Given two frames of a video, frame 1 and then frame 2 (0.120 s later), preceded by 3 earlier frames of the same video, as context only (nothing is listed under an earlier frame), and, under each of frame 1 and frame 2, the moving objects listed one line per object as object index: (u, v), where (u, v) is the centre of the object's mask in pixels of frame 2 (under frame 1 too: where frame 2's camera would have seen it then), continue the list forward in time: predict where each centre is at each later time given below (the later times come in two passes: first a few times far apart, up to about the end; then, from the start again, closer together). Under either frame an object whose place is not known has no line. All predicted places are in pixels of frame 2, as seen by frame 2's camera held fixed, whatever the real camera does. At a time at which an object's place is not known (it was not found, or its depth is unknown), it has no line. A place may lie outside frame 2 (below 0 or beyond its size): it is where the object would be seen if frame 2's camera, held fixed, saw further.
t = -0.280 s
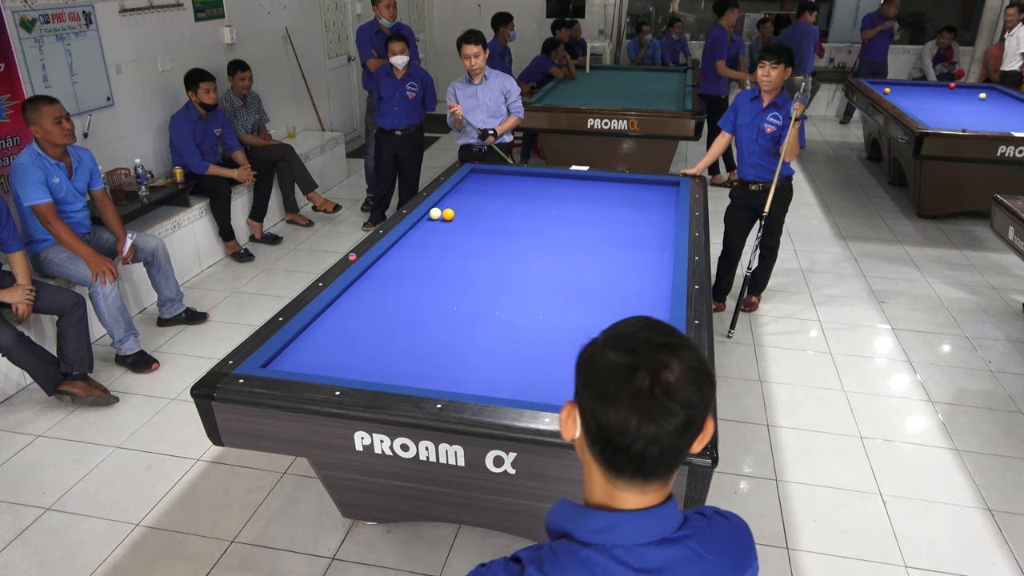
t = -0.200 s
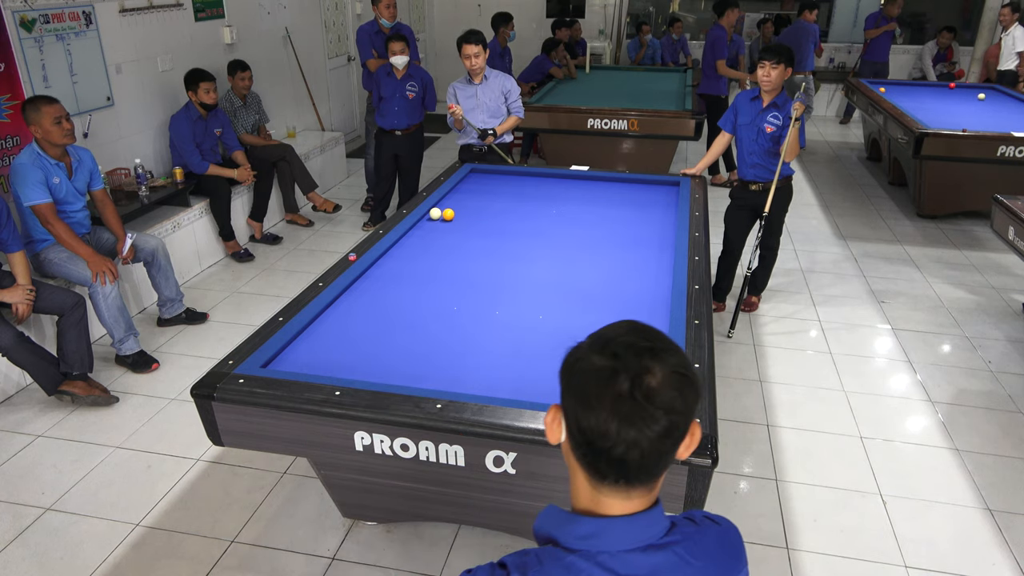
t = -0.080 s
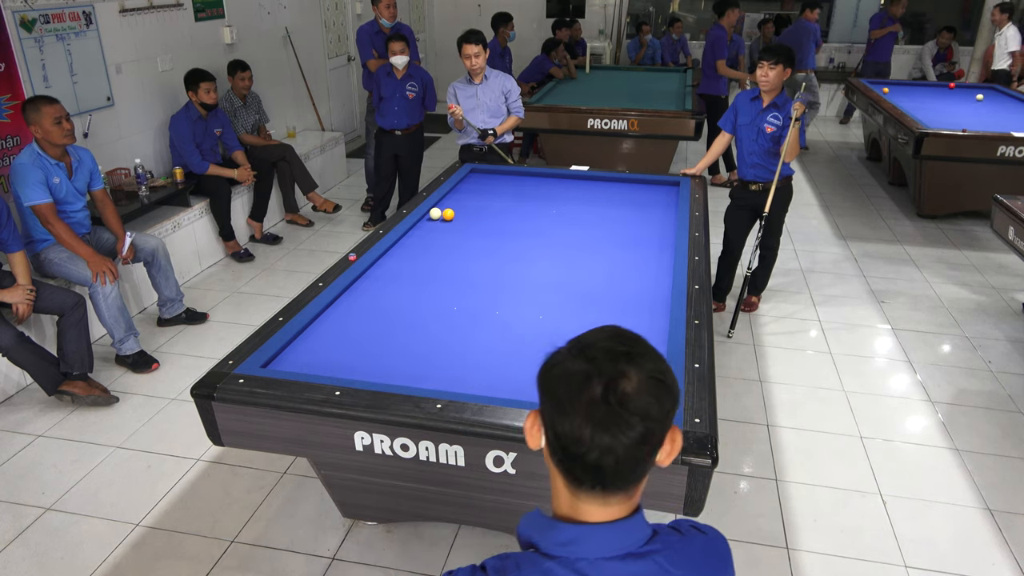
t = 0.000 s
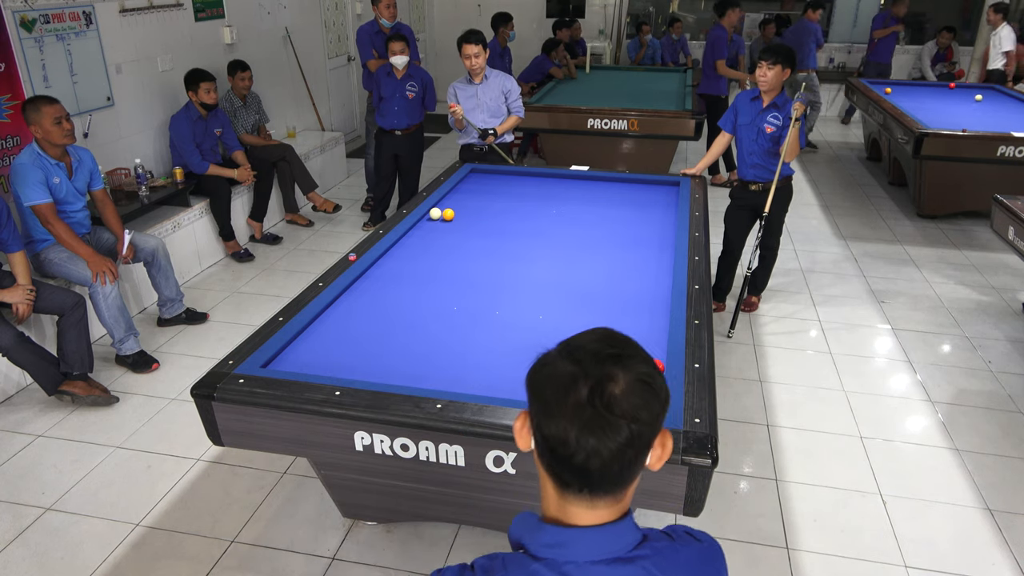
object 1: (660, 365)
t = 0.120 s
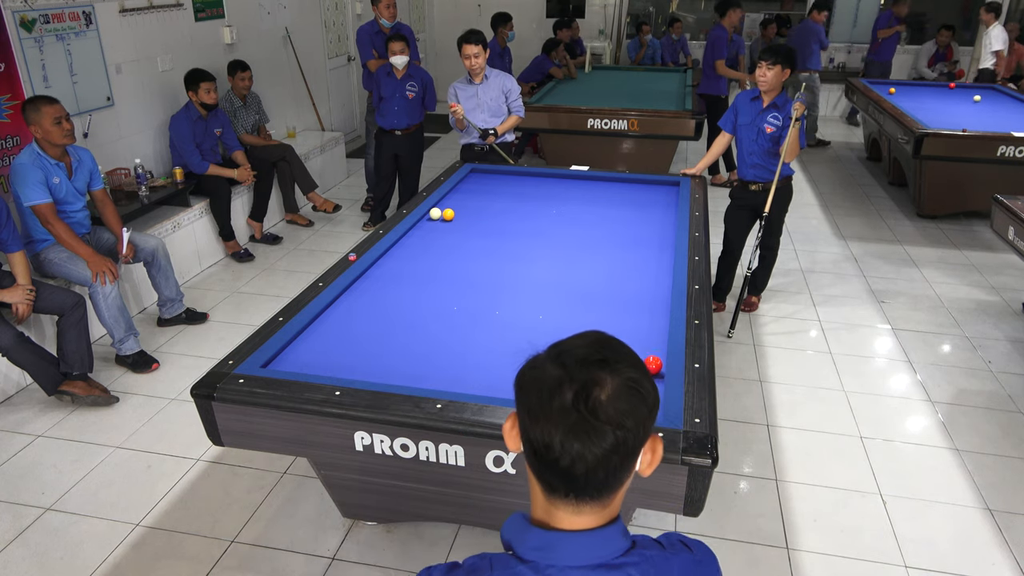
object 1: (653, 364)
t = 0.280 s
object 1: (650, 360)
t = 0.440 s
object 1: (652, 352)
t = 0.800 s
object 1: (641, 341)
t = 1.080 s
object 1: (639, 342)
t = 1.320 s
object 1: (637, 338)
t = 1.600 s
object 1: (634, 334)
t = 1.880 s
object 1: (632, 331)
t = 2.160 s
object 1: (630, 327)
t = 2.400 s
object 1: (629, 326)
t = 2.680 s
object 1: (627, 324)
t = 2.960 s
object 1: (626, 323)
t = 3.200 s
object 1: (625, 322)
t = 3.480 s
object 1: (625, 322)
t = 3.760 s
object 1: (625, 323)
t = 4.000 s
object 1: (625, 323)
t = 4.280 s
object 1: (625, 323)
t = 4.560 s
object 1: (625, 323)
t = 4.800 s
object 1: (625, 323)
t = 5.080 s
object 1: (625, 323)
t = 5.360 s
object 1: (625, 323)
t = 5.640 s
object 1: (625, 323)
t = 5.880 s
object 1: (625, 323)
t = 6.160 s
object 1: (625, 323)
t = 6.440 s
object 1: (625, 323)
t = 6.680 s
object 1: (625, 323)
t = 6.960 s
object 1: (625, 323)
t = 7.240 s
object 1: (625, 322)
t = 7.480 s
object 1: (625, 323)
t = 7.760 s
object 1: (625, 322)
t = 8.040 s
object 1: (625, 322)
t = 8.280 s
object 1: (625, 322)
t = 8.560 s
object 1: (625, 323)
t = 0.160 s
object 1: (652, 364)
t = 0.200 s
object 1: (651, 362)
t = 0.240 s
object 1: (651, 361)
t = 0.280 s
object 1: (650, 360)
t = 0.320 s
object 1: (650, 358)
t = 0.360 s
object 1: (650, 357)
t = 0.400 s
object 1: (651, 355)
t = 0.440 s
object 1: (652, 352)
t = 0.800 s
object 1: (641, 341)
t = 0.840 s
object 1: (641, 344)
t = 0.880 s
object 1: (641, 346)
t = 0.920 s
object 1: (641, 345)
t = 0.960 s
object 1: (641, 344)
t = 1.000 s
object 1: (640, 344)
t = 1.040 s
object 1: (640, 343)
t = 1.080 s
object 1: (639, 342)
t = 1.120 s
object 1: (639, 341)
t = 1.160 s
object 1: (639, 341)
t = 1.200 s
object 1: (638, 340)
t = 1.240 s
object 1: (638, 339)
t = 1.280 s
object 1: (637, 339)
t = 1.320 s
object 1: (637, 338)
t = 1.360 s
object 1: (637, 337)
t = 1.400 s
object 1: (636, 337)
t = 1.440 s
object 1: (636, 336)
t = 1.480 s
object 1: (635, 335)
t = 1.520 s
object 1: (635, 335)
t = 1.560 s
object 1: (635, 334)
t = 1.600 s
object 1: (634, 334)
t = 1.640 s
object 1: (634, 333)
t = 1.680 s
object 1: (634, 333)
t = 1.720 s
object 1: (633, 332)
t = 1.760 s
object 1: (633, 332)
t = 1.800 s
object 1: (633, 331)
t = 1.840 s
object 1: (633, 331)
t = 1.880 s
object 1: (632, 331)
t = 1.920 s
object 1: (632, 330)
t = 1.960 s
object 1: (632, 330)
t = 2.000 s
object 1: (631, 329)
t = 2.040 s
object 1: (631, 329)
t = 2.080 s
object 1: (631, 328)
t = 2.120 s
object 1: (630, 328)
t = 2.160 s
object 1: (630, 327)
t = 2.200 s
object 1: (630, 327)
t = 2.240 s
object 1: (630, 327)
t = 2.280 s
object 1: (629, 327)
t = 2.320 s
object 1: (629, 326)
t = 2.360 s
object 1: (629, 326)
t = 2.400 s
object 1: (629, 326)
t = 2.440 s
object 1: (628, 325)
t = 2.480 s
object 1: (628, 325)
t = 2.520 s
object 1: (628, 325)
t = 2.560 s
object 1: (628, 324)
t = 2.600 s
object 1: (628, 324)
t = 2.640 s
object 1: (627, 324)
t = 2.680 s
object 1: (627, 324)
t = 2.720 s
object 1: (627, 324)
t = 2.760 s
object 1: (627, 324)
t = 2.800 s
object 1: (627, 323)
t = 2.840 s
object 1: (627, 323)
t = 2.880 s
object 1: (626, 323)
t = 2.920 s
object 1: (626, 323)
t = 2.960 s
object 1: (626, 323)
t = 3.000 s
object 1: (626, 323)
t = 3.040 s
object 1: (626, 323)
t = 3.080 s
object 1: (626, 323)
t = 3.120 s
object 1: (626, 323)
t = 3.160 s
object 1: (626, 323)
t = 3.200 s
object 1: (625, 322)
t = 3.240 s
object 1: (625, 322)
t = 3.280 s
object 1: (625, 322)
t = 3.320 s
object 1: (625, 322)
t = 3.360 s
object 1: (625, 322)
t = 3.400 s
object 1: (625, 322)
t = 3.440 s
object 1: (625, 322)
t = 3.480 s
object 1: (625, 322)
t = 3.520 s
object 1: (625, 322)
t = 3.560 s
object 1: (625, 322)
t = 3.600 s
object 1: (625, 323)
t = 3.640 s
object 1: (625, 323)
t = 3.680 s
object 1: (625, 323)
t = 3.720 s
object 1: (625, 323)
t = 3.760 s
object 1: (625, 323)
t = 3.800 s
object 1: (625, 323)
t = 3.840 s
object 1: (625, 323)
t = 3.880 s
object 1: (625, 323)
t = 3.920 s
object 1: (625, 323)
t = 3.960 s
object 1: (625, 323)
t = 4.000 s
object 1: (625, 323)
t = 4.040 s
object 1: (625, 323)
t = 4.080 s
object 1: (625, 323)
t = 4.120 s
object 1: (625, 323)
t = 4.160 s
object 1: (625, 323)
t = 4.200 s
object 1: (625, 323)
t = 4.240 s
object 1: (625, 323)
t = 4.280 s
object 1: (625, 323)
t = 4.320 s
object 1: (625, 323)
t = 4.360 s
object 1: (625, 323)
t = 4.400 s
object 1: (625, 323)
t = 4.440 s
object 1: (625, 323)
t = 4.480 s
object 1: (625, 323)
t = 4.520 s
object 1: (625, 323)
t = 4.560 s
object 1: (625, 323)
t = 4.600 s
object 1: (625, 323)
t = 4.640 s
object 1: (625, 323)
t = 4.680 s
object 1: (625, 323)
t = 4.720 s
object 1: (625, 323)
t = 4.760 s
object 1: (625, 323)
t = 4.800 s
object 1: (625, 323)
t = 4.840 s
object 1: (625, 323)
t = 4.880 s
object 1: (625, 323)
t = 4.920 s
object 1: (625, 323)
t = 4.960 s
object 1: (625, 323)
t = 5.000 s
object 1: (625, 323)
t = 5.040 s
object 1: (625, 323)
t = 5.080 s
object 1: (625, 323)
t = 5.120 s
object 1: (625, 323)
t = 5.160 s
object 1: (625, 323)
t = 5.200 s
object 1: (626, 323)
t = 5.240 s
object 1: (625, 323)
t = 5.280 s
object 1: (625, 323)
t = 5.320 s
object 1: (625, 323)
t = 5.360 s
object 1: (625, 323)
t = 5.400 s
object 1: (625, 323)
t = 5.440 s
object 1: (625, 323)
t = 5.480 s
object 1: (625, 323)
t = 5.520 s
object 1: (625, 323)
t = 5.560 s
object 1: (625, 323)
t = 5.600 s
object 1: (625, 323)
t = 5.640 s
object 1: (625, 323)
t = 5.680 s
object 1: (625, 323)
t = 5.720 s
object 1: (625, 323)
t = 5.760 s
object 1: (625, 323)
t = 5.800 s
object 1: (625, 323)
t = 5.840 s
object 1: (625, 323)
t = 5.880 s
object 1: (625, 323)
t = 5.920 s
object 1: (625, 323)
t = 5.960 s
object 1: (625, 323)
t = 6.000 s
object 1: (625, 322)
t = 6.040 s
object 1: (625, 323)
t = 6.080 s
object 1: (625, 323)
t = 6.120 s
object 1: (625, 323)
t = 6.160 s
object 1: (625, 323)
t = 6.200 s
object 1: (625, 323)
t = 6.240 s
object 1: (625, 323)
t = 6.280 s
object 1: (625, 323)
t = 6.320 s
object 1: (625, 323)
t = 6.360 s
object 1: (625, 323)
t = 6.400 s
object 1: (625, 323)
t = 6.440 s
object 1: (625, 323)
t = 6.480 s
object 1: (625, 323)
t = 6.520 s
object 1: (625, 323)
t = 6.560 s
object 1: (625, 323)
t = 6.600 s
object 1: (625, 323)
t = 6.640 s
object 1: (625, 323)
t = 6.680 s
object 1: (625, 323)
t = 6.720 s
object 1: (625, 323)
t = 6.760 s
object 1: (625, 323)
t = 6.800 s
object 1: (625, 323)
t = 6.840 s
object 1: (625, 323)
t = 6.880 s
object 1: (625, 323)
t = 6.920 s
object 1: (625, 323)
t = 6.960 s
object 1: (625, 323)
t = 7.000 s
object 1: (625, 323)
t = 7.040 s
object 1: (625, 323)
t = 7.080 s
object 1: (625, 323)
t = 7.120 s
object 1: (625, 322)
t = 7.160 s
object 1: (625, 322)
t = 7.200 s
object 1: (625, 322)
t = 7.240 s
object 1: (625, 322)
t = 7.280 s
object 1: (625, 322)
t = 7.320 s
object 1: (625, 322)
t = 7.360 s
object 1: (625, 322)
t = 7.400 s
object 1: (625, 322)
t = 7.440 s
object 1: (625, 322)
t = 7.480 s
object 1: (625, 323)
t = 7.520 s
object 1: (625, 322)
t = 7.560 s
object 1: (625, 322)
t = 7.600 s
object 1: (625, 322)
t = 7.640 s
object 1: (625, 323)
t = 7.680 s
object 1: (625, 322)
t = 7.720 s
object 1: (625, 322)
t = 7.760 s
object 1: (625, 322)
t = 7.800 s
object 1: (625, 322)
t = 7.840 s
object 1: (625, 322)
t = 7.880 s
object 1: (625, 322)
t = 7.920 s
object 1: (625, 322)
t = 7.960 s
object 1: (625, 323)
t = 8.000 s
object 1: (625, 322)
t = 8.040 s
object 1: (625, 322)
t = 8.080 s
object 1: (625, 323)
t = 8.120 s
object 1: (625, 322)
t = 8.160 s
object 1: (625, 322)
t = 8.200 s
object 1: (625, 323)
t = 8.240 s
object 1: (625, 322)
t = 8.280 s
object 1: (625, 322)
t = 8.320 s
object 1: (625, 322)
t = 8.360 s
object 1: (625, 322)
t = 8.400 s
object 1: (625, 322)
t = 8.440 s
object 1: (625, 322)
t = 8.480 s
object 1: (625, 322)
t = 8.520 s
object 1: (625, 323)
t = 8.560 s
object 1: (625, 323)
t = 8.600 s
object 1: (624, 323)
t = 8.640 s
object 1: (624, 323)
